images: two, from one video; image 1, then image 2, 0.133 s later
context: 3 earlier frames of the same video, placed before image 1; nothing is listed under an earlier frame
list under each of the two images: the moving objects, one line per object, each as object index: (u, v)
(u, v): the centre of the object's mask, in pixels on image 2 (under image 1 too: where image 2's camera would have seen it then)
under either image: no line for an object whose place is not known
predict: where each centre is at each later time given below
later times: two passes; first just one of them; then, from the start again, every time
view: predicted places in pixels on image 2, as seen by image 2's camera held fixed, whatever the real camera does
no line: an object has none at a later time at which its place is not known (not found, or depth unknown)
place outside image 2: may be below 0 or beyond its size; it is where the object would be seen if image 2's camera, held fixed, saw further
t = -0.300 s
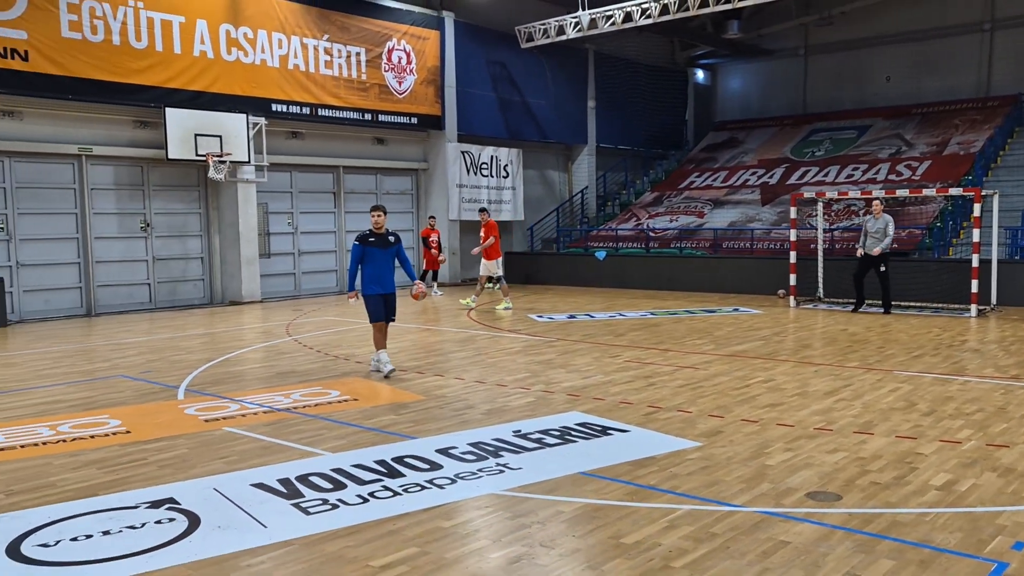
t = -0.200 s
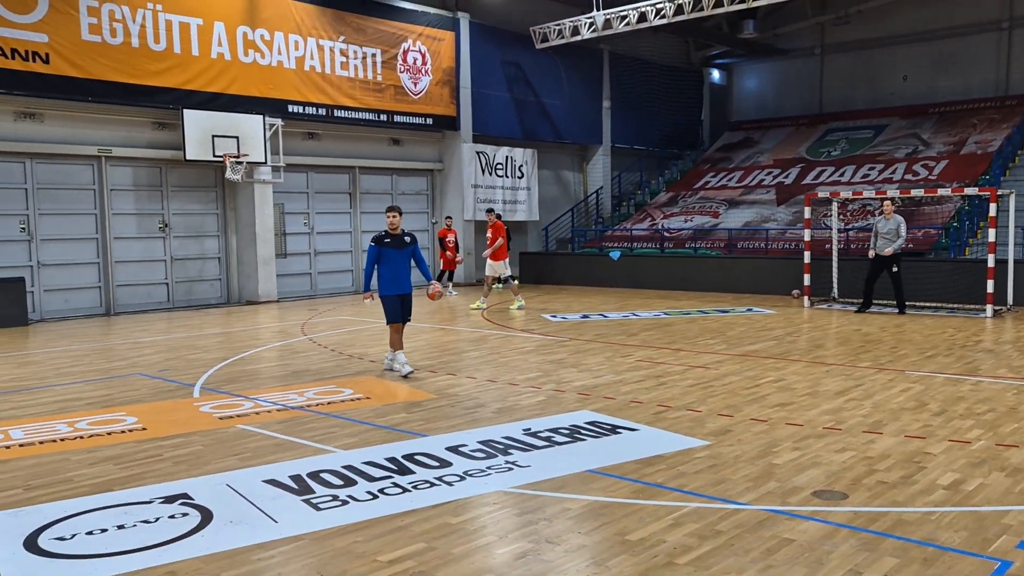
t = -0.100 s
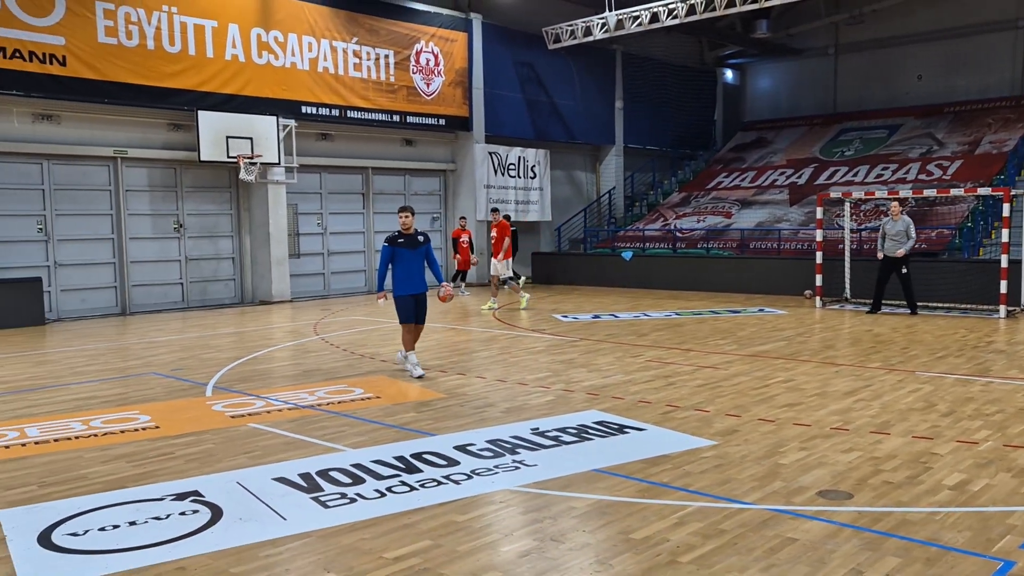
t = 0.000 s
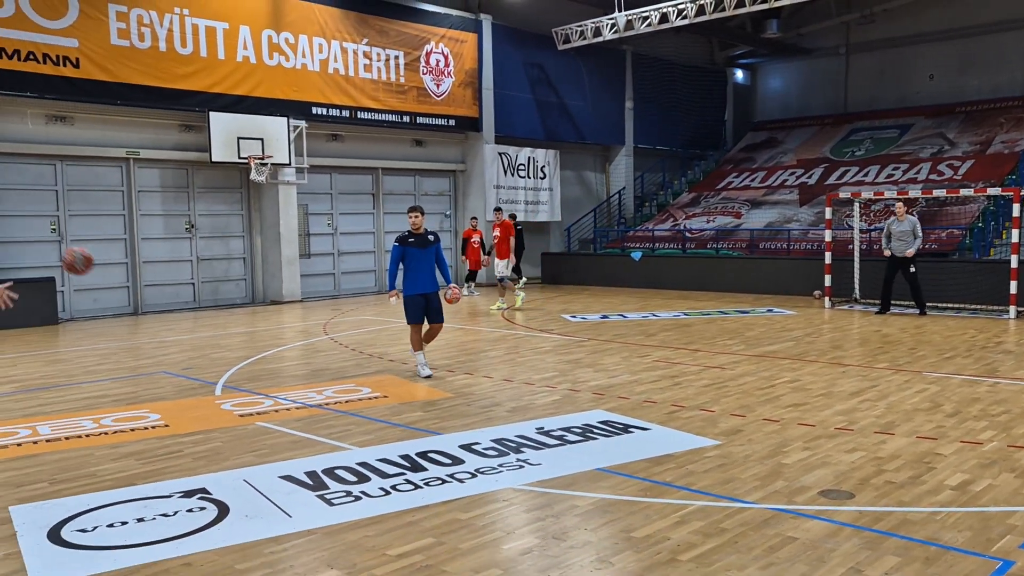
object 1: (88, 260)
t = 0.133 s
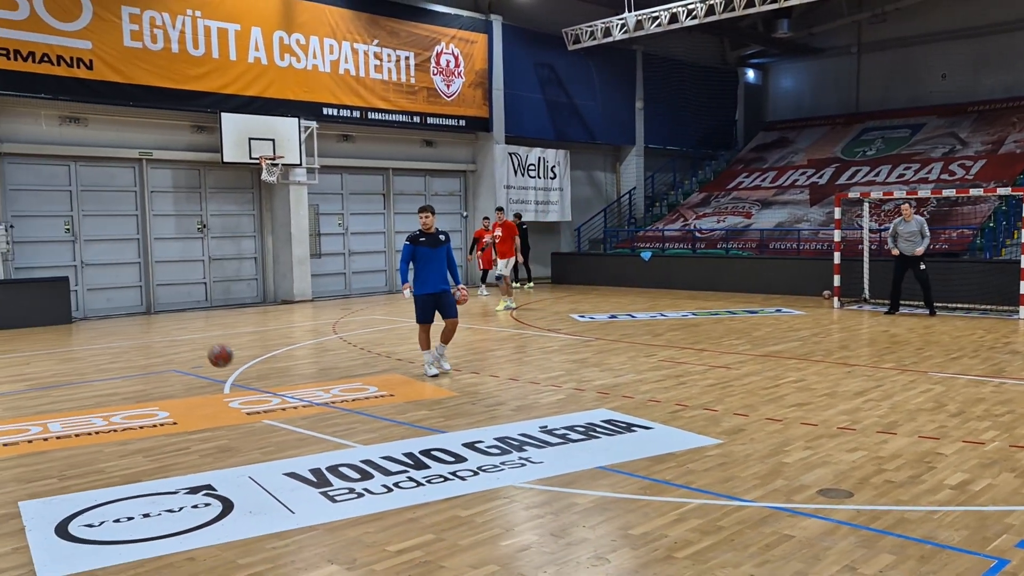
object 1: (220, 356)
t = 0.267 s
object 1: (302, 392)
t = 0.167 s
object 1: (247, 378)
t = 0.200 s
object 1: (272, 399)
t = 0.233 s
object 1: (292, 412)
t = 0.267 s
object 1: (302, 392)
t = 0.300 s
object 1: (311, 375)
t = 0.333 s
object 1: (320, 359)
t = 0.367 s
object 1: (328, 345)
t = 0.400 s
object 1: (337, 332)
